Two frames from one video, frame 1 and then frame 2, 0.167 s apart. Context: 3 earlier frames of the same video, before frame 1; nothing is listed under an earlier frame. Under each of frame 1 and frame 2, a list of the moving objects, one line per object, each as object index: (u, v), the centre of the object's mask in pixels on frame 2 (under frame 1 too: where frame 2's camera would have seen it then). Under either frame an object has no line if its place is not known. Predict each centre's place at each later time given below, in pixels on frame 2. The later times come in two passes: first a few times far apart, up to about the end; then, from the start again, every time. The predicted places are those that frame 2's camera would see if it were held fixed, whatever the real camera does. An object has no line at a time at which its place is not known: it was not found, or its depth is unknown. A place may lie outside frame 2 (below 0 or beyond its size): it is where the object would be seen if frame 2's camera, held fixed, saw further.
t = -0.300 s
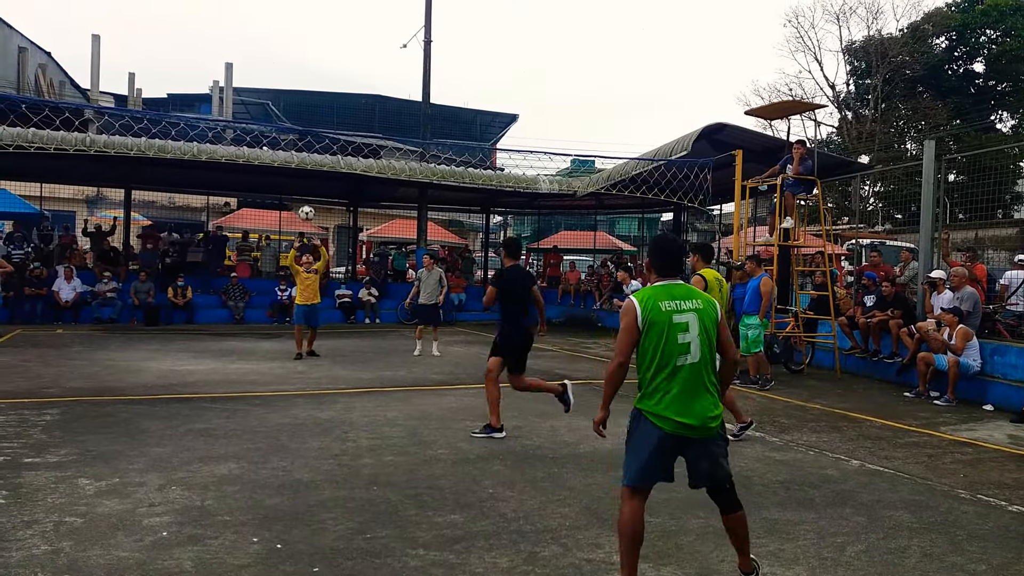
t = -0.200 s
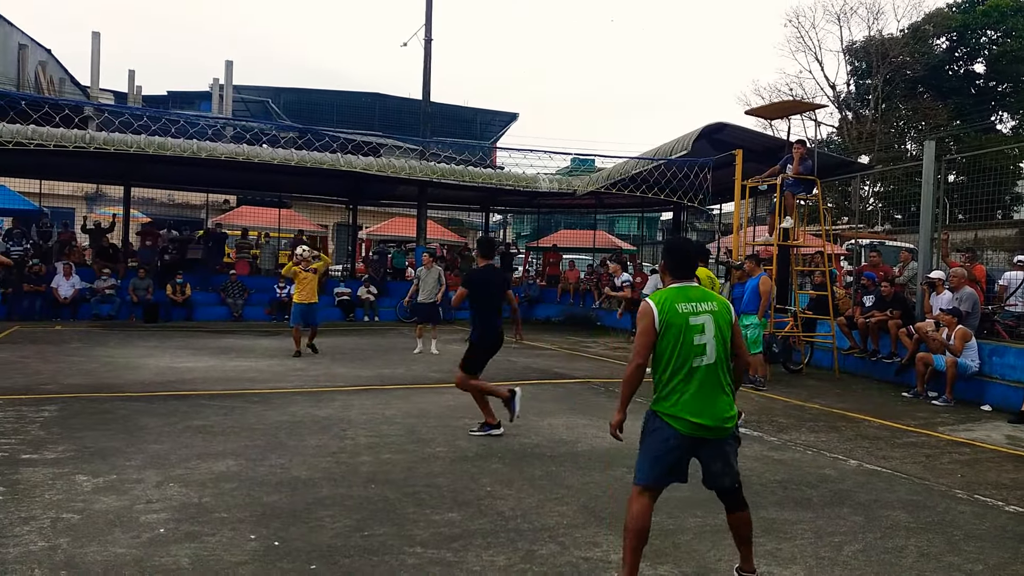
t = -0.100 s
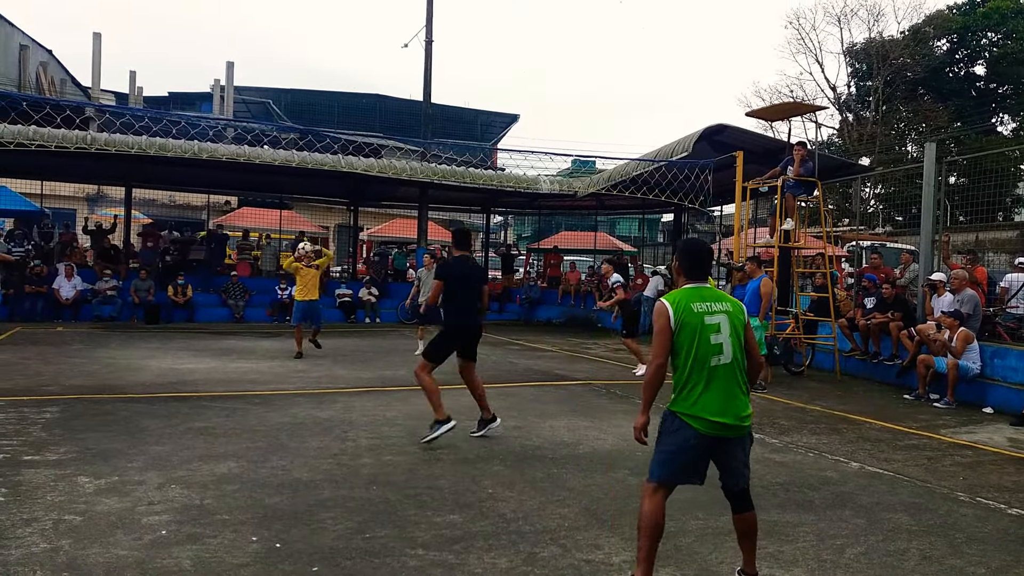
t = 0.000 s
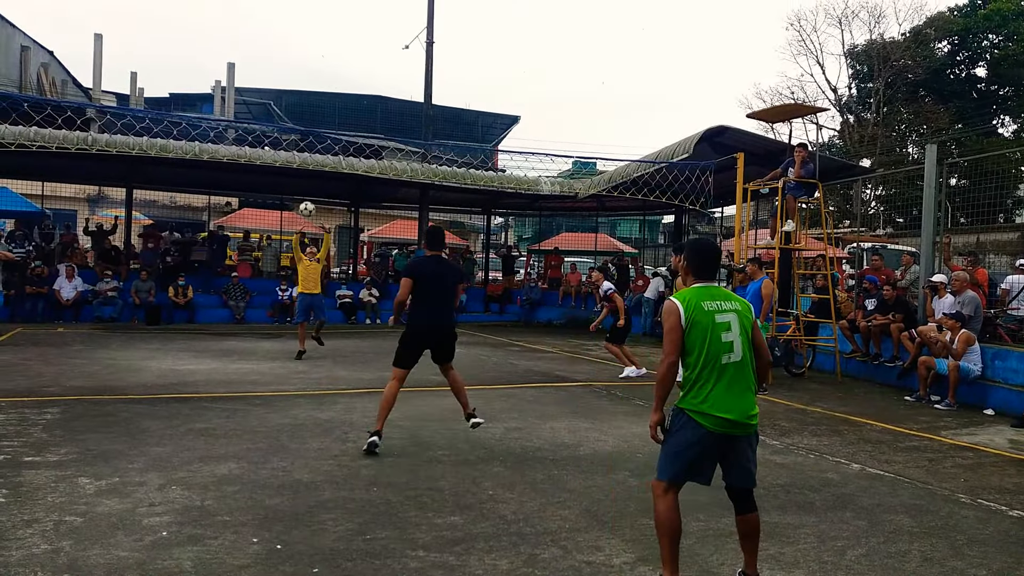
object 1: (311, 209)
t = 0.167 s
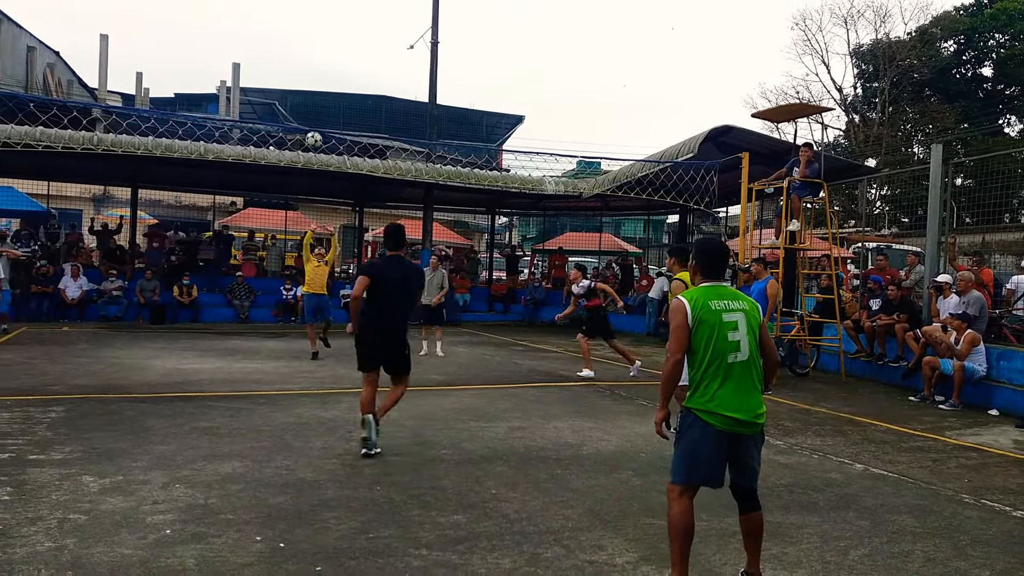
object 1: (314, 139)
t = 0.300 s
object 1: (315, 95)
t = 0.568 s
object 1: (317, 40)
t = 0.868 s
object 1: (319, 38)
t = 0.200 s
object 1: (314, 125)
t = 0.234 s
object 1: (314, 116)
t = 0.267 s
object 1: (315, 105)
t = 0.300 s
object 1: (315, 95)
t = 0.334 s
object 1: (315, 86)
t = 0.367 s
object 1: (315, 78)
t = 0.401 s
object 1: (316, 70)
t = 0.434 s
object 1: (316, 62)
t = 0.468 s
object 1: (317, 56)
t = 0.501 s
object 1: (317, 50)
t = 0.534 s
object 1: (317, 45)
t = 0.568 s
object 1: (317, 40)
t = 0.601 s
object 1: (317, 37)
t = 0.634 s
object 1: (318, 34)
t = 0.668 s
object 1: (318, 32)
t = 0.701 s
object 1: (318, 31)
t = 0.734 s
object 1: (319, 30)
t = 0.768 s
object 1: (319, 31)
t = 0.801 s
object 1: (318, 32)
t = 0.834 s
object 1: (318, 34)
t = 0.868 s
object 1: (319, 38)
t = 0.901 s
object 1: (319, 42)
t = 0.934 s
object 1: (319, 47)
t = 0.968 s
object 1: (319, 53)
